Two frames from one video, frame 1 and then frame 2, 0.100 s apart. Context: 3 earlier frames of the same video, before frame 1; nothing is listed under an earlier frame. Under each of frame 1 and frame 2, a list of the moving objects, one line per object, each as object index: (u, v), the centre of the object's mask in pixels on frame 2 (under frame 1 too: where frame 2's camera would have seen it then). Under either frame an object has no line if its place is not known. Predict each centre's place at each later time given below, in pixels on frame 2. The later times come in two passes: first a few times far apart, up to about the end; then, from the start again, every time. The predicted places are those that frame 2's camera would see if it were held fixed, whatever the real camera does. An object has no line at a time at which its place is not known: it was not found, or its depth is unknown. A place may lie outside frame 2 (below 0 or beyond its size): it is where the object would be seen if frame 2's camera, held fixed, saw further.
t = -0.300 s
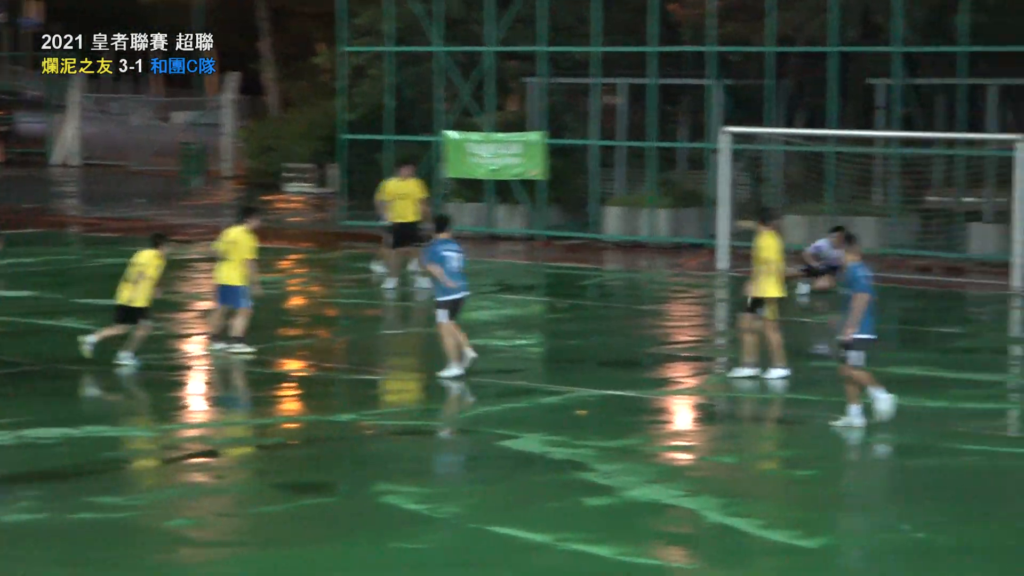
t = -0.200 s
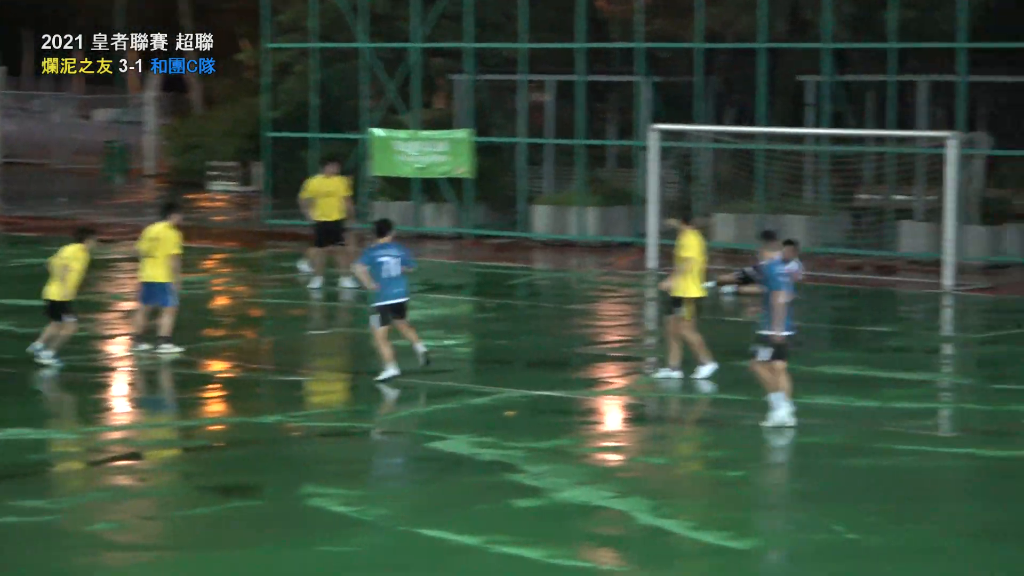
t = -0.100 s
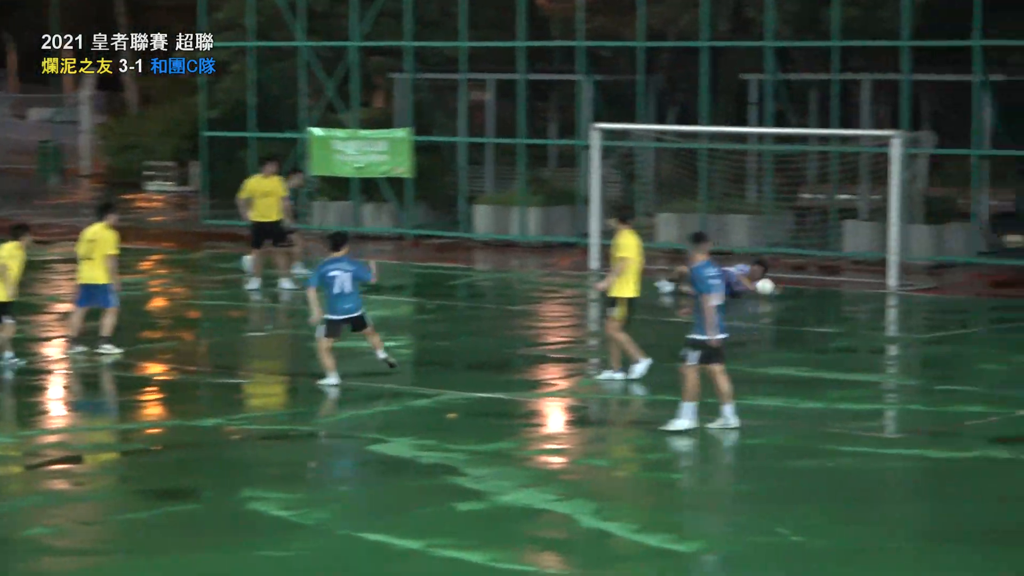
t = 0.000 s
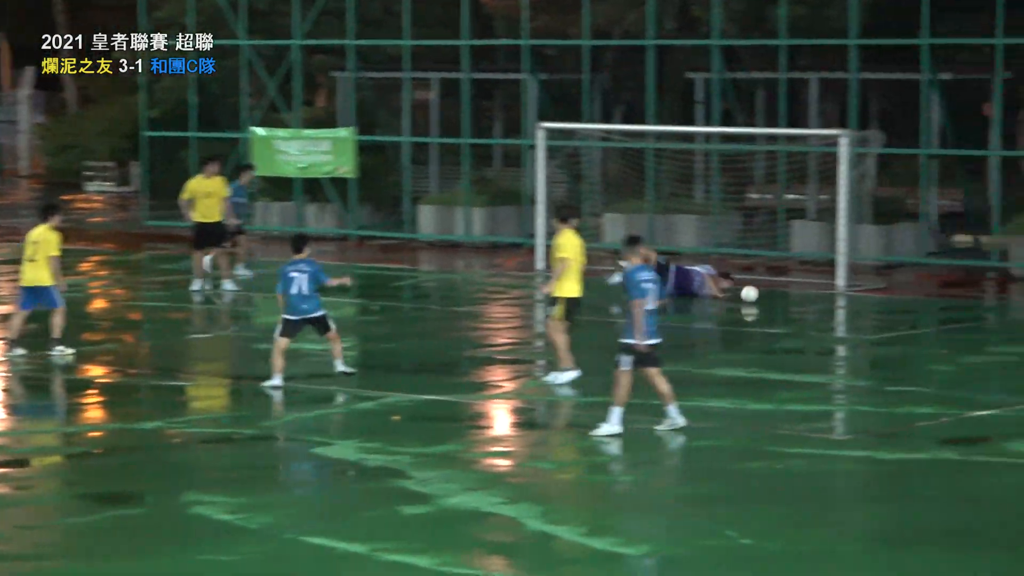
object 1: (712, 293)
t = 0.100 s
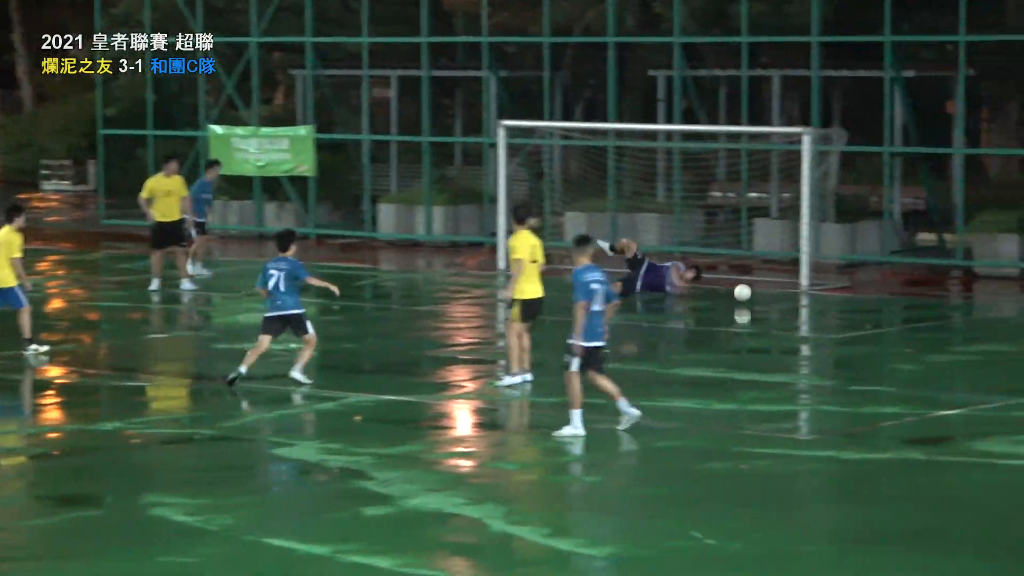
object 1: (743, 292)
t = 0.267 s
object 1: (790, 295)
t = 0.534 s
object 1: (864, 299)
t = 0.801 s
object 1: (937, 304)
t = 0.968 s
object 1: (983, 307)
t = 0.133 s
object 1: (752, 293)
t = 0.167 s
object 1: (762, 295)
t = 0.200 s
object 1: (771, 297)
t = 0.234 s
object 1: (781, 296)
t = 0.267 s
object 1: (790, 295)
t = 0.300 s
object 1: (798, 295)
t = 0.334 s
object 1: (808, 296)
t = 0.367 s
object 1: (817, 297)
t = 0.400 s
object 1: (827, 299)
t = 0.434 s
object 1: (836, 299)
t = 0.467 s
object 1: (845, 298)
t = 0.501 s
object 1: (854, 298)
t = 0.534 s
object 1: (864, 299)
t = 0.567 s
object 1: (873, 302)
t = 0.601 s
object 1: (882, 302)
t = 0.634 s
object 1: (892, 301)
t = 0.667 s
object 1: (900, 301)
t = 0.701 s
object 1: (909, 302)
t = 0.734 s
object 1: (919, 304)
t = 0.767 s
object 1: (928, 303)
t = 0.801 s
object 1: (937, 304)
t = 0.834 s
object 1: (946, 305)
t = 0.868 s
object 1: (956, 305)
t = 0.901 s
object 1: (964, 306)
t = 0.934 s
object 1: (974, 307)
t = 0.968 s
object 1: (983, 307)
